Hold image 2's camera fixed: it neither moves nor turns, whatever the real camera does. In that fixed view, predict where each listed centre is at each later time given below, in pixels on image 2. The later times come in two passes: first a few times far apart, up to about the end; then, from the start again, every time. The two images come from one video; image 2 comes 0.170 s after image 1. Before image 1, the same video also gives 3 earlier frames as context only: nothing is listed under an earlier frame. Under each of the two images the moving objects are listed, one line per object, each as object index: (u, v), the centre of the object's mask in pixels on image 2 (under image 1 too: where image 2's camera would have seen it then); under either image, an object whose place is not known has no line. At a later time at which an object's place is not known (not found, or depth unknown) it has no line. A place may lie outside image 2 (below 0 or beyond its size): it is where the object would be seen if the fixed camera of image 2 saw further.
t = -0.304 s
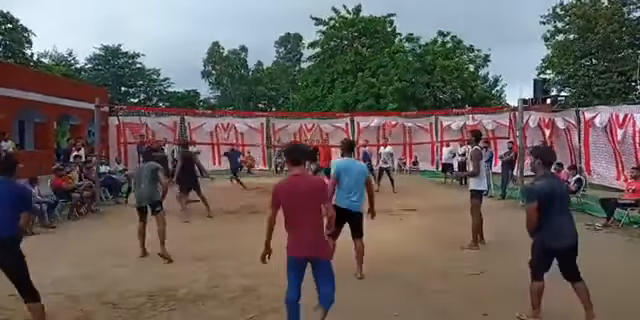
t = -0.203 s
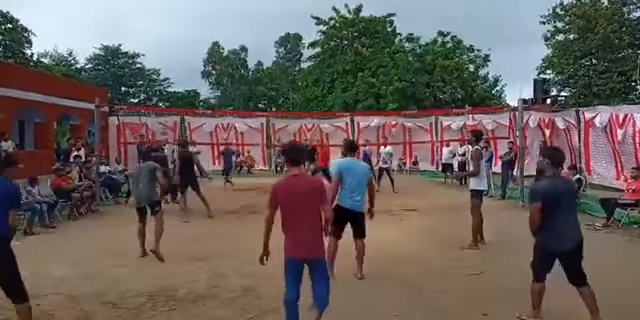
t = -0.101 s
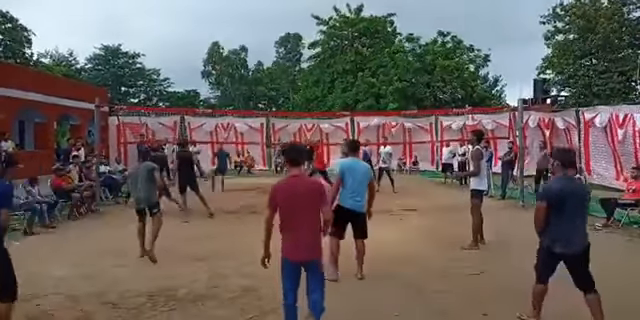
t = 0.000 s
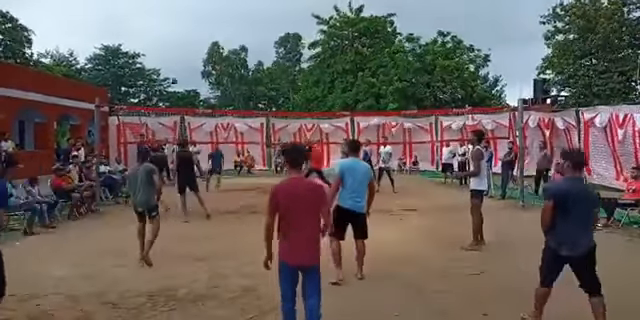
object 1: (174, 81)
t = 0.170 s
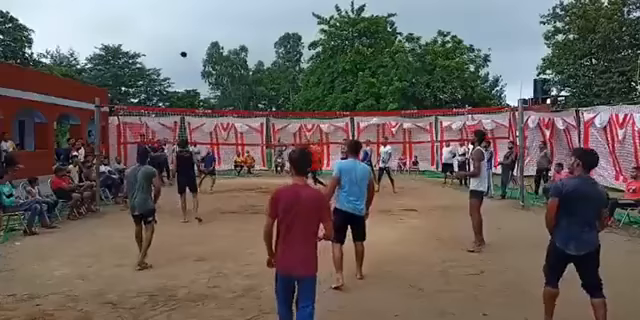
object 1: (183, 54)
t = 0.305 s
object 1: (190, 40)
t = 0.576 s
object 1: (203, 32)
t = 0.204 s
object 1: (185, 49)
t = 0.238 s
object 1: (187, 46)
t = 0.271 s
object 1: (188, 42)
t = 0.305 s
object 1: (190, 40)
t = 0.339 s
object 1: (192, 37)
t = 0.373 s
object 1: (193, 35)
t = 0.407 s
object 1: (195, 34)
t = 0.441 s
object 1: (196, 33)
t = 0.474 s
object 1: (198, 32)
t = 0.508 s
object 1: (200, 32)
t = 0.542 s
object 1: (201, 32)
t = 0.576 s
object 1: (203, 32)
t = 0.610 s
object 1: (204, 33)
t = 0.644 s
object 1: (206, 34)
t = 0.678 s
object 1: (207, 36)
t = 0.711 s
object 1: (209, 38)
